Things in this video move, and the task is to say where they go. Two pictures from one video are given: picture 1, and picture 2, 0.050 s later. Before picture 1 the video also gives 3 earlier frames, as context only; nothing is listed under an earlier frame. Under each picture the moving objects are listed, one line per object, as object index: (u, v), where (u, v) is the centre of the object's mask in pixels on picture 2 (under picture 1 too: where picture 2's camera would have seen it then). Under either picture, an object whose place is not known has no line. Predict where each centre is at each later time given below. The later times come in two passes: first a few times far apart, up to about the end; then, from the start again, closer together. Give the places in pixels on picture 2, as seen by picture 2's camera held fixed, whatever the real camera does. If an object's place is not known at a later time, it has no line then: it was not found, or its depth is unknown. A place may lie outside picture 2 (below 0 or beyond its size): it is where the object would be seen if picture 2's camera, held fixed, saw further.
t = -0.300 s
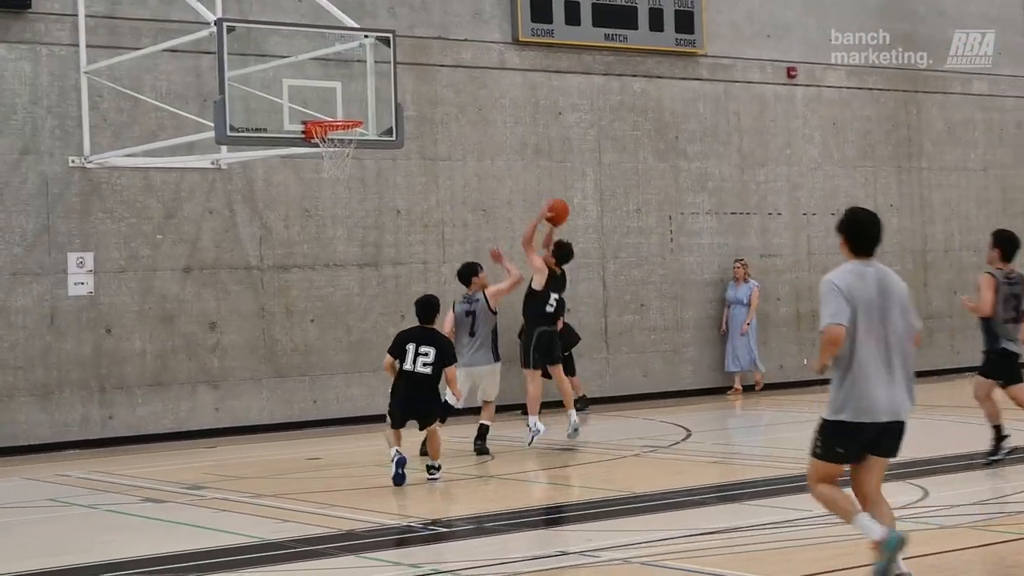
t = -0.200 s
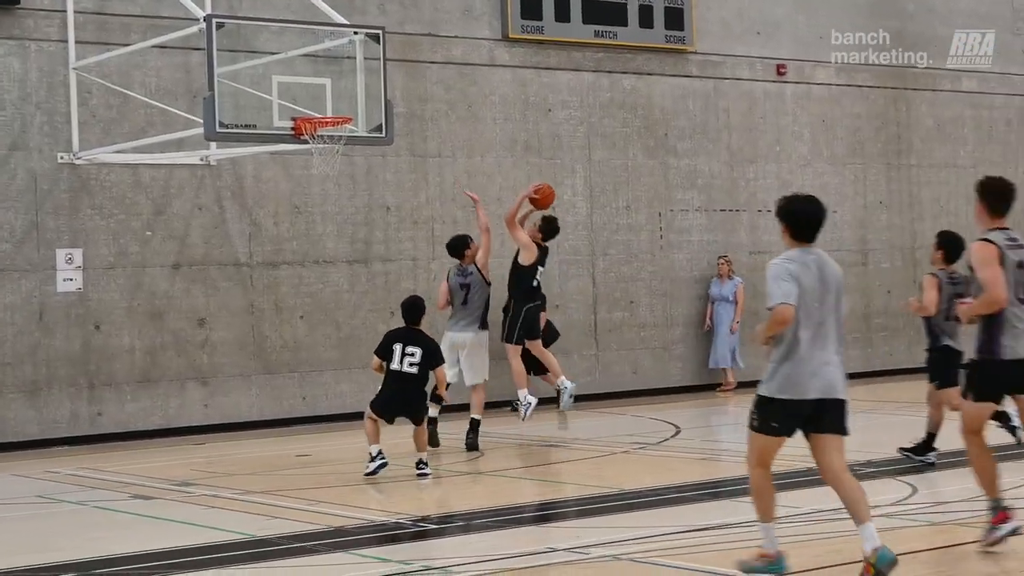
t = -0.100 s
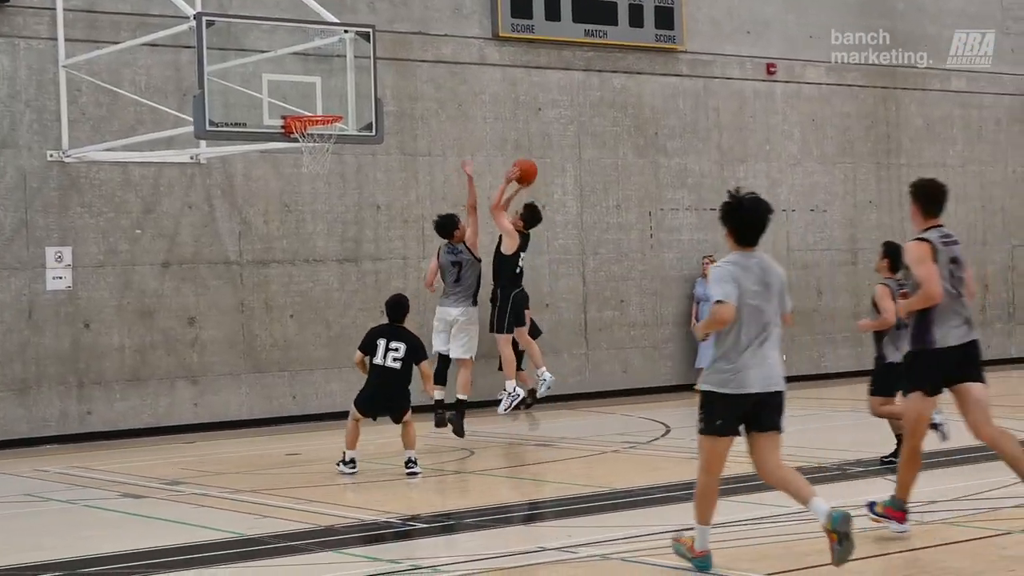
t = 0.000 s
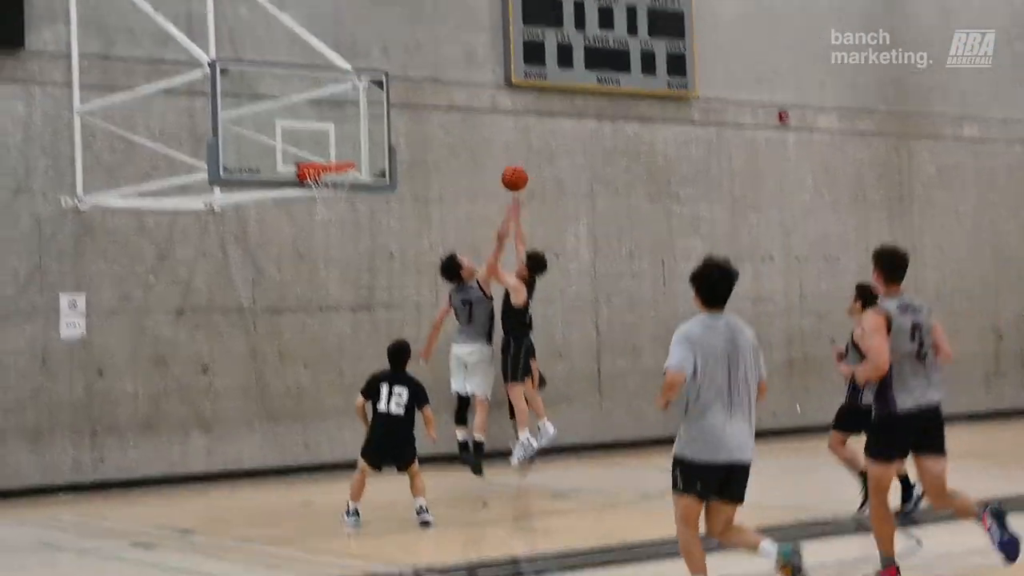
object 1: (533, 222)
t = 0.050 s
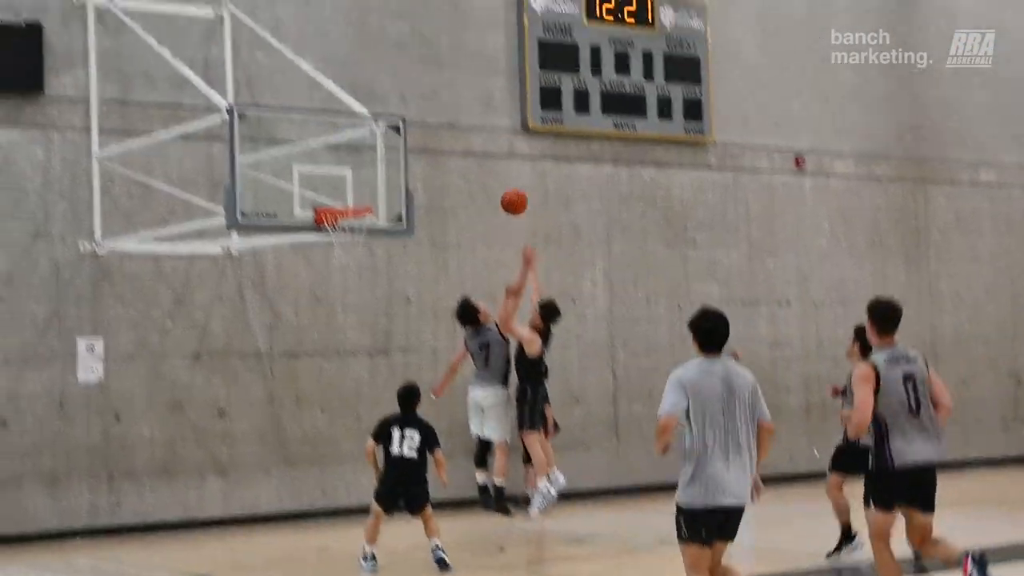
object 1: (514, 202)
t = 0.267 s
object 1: (441, 144)
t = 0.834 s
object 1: (300, 203)
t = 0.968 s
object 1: (293, 254)
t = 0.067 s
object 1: (508, 195)
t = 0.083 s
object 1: (502, 189)
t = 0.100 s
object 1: (497, 183)
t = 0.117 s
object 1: (491, 178)
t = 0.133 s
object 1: (485, 173)
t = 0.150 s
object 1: (480, 168)
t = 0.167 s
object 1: (474, 164)
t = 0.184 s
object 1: (469, 160)
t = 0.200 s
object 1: (463, 156)
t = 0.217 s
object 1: (458, 153)
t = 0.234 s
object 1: (452, 149)
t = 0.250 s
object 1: (447, 147)
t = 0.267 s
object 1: (441, 144)
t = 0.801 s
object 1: (302, 194)
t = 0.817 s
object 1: (301, 198)
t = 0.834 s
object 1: (300, 203)
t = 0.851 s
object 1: (299, 208)
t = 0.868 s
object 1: (298, 214)
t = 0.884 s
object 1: (298, 220)
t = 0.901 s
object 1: (297, 225)
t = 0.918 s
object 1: (296, 232)
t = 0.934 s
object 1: (295, 240)
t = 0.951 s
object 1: (294, 247)
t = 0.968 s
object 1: (293, 254)
